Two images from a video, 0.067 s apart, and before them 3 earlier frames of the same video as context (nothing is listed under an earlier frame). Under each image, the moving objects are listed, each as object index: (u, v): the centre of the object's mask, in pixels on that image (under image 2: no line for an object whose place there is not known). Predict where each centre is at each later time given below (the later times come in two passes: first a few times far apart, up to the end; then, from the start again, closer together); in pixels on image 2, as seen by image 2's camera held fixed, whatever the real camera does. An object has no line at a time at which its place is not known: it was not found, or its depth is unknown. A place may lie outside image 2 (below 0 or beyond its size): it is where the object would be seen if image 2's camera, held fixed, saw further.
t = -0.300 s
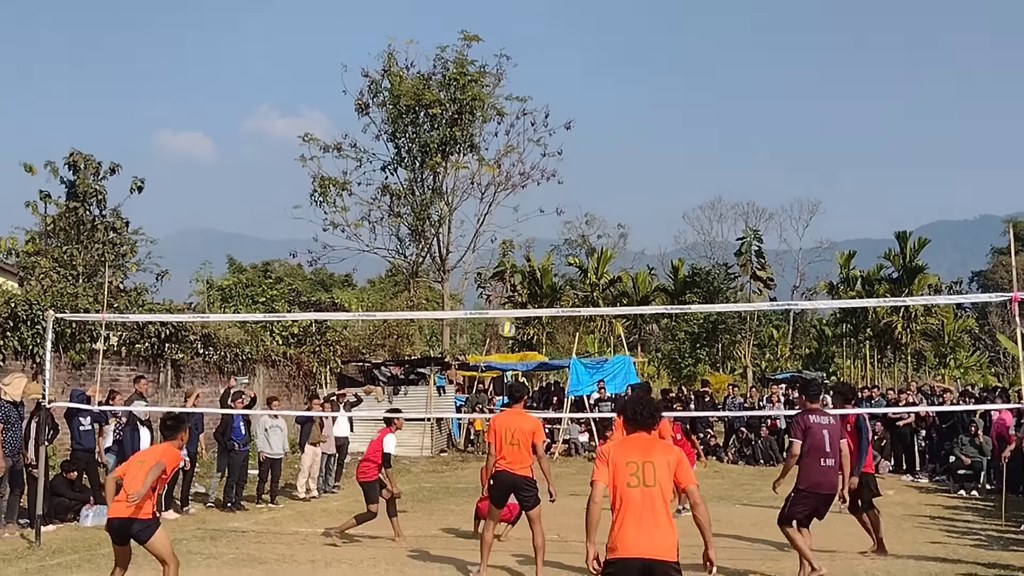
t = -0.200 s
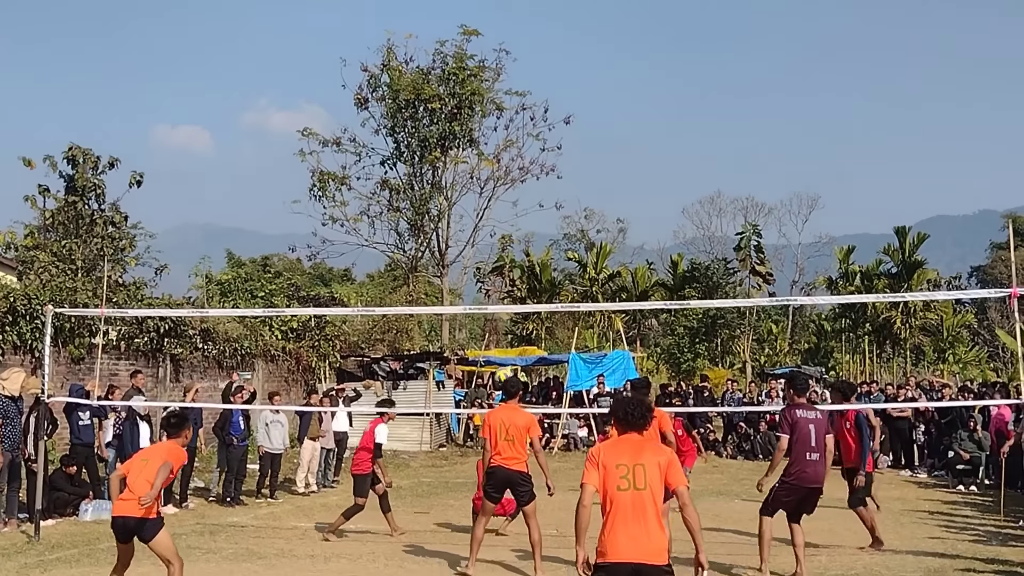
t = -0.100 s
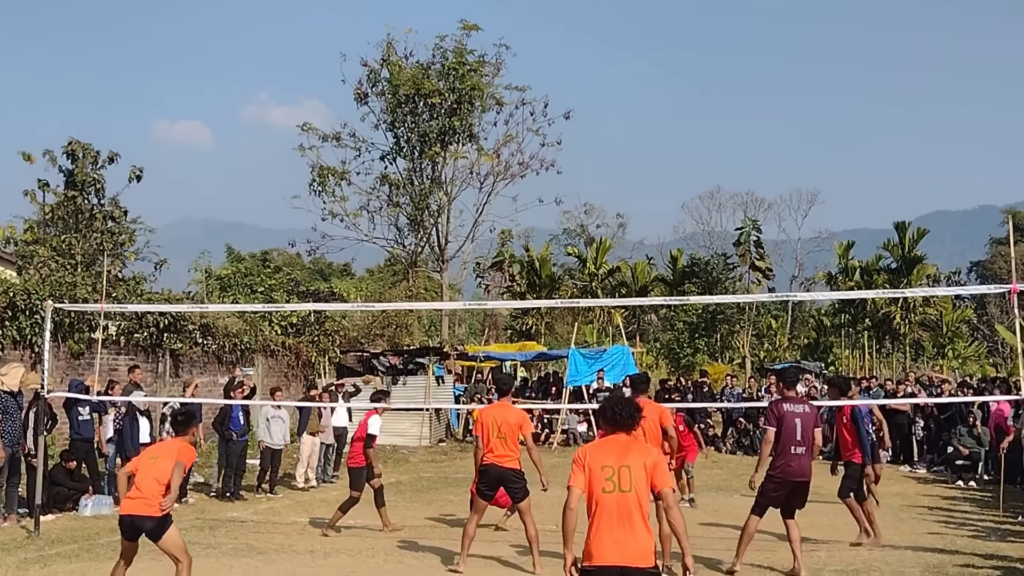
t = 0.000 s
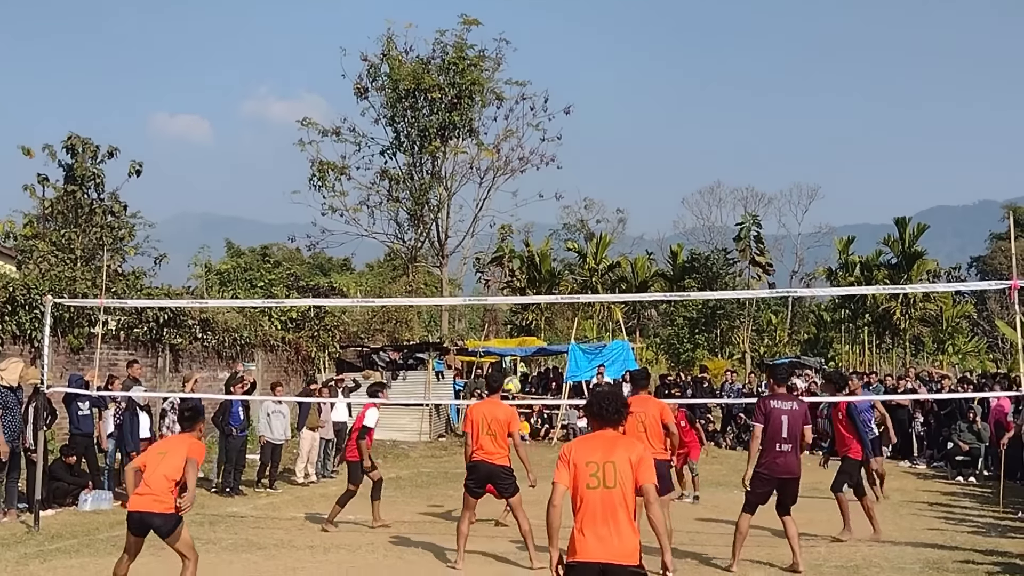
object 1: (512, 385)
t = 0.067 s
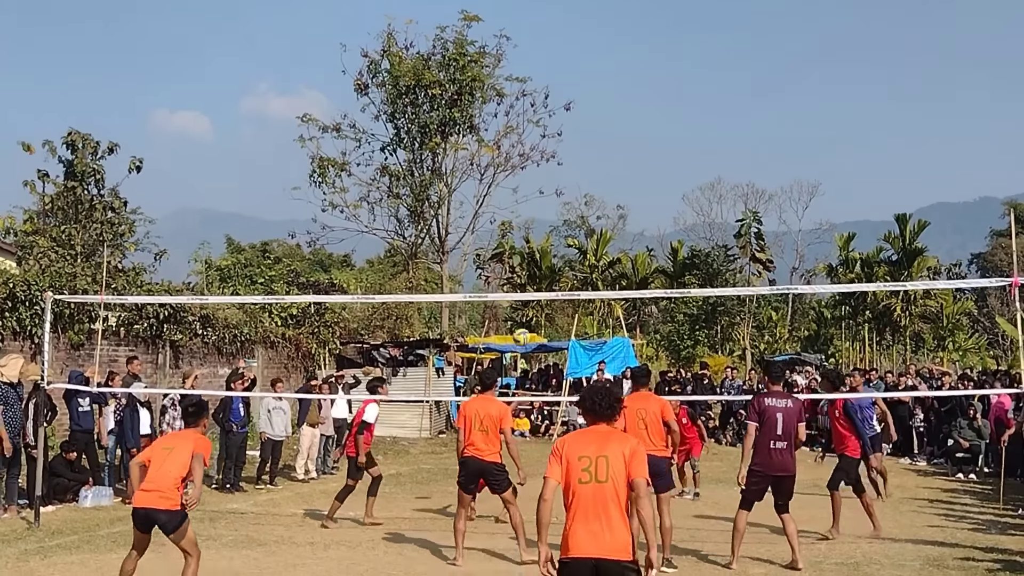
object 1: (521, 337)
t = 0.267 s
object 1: (551, 229)
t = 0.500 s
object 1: (584, 148)
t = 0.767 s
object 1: (620, 114)
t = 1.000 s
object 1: (650, 131)
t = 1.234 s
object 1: (678, 189)
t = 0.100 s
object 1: (527, 317)
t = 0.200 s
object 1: (542, 261)
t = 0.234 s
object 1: (548, 244)
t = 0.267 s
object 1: (551, 229)
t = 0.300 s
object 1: (556, 215)
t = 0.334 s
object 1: (561, 201)
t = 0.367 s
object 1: (565, 189)
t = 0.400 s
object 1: (570, 177)
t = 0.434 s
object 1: (575, 166)
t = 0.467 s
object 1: (579, 157)
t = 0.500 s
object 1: (584, 148)
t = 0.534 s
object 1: (588, 141)
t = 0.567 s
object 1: (593, 134)
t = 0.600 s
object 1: (598, 128)
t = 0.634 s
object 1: (602, 124)
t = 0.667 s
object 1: (606, 120)
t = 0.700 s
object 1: (611, 117)
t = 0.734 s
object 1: (615, 115)
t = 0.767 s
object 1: (620, 114)
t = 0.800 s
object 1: (624, 113)
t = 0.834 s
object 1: (628, 114)
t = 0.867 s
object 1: (633, 116)
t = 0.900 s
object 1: (637, 118)
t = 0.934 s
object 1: (642, 122)
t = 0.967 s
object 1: (646, 126)
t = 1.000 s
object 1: (650, 131)
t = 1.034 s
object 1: (654, 137)
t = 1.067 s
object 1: (658, 144)
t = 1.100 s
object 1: (662, 151)
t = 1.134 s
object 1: (666, 159)
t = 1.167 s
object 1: (670, 169)
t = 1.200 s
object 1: (674, 179)
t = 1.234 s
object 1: (678, 189)
